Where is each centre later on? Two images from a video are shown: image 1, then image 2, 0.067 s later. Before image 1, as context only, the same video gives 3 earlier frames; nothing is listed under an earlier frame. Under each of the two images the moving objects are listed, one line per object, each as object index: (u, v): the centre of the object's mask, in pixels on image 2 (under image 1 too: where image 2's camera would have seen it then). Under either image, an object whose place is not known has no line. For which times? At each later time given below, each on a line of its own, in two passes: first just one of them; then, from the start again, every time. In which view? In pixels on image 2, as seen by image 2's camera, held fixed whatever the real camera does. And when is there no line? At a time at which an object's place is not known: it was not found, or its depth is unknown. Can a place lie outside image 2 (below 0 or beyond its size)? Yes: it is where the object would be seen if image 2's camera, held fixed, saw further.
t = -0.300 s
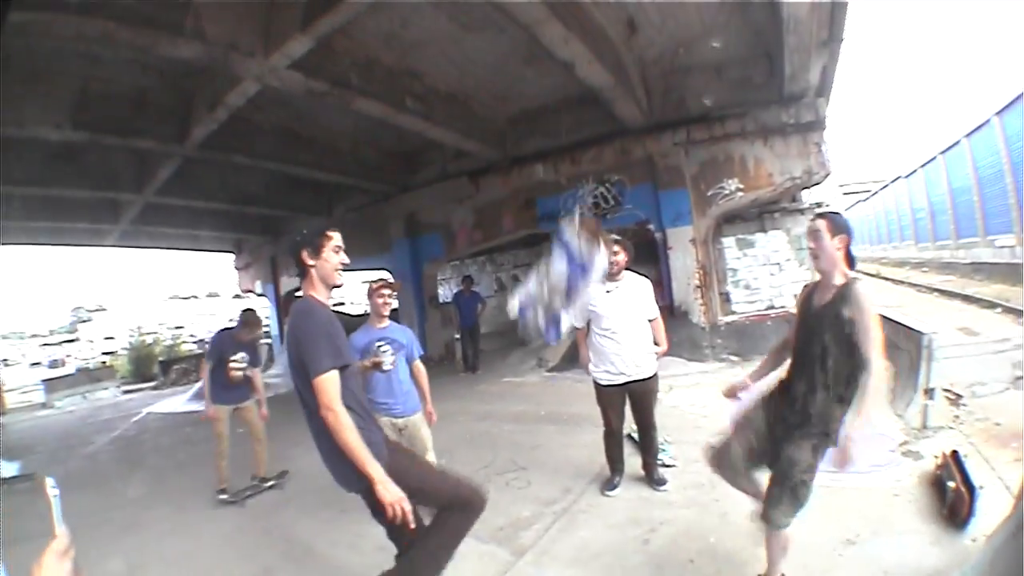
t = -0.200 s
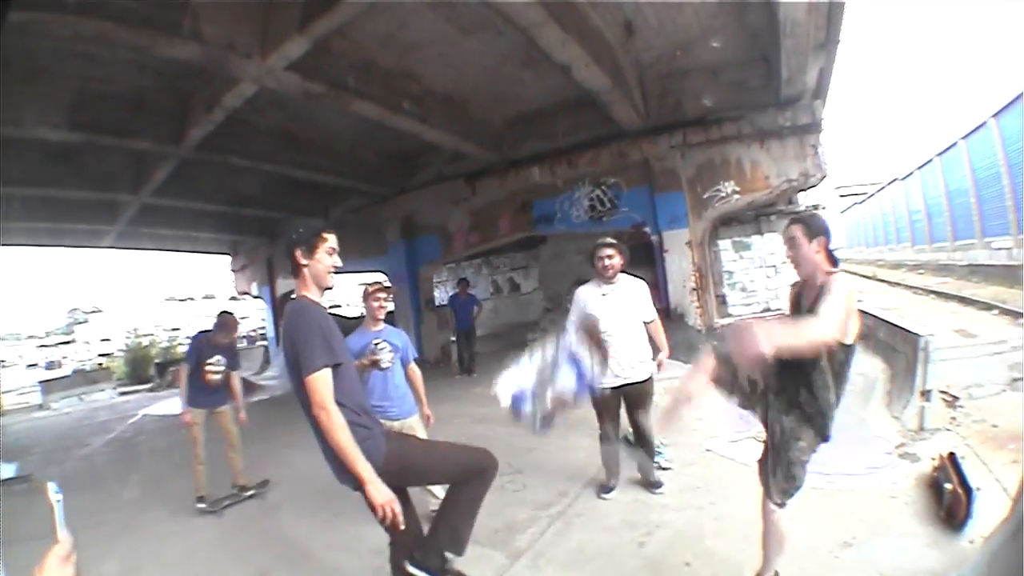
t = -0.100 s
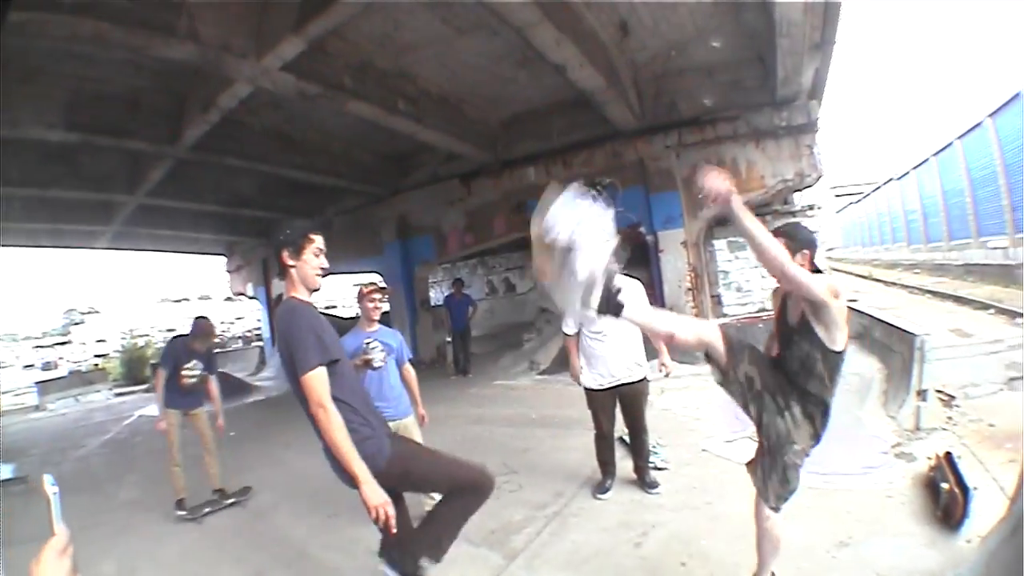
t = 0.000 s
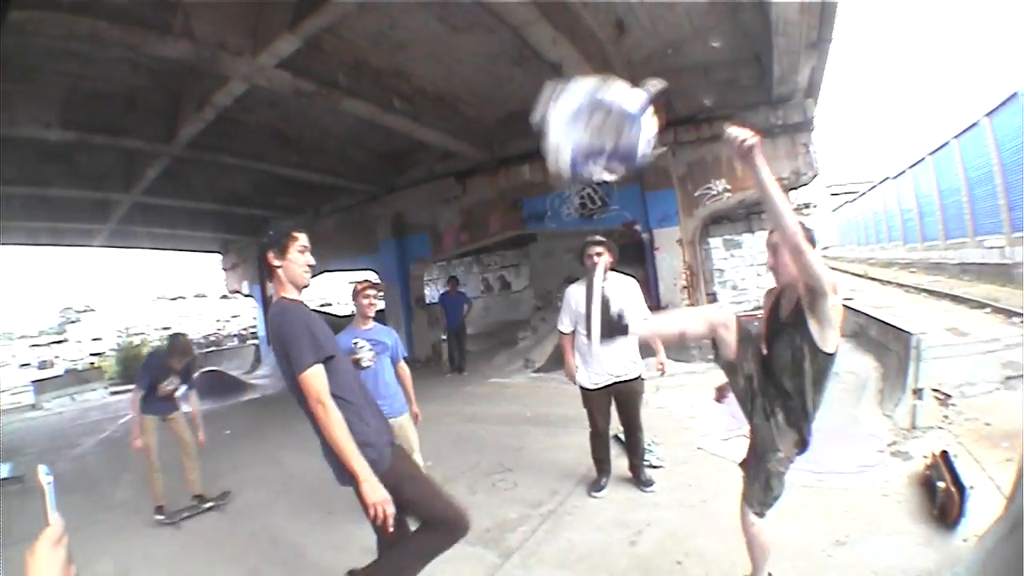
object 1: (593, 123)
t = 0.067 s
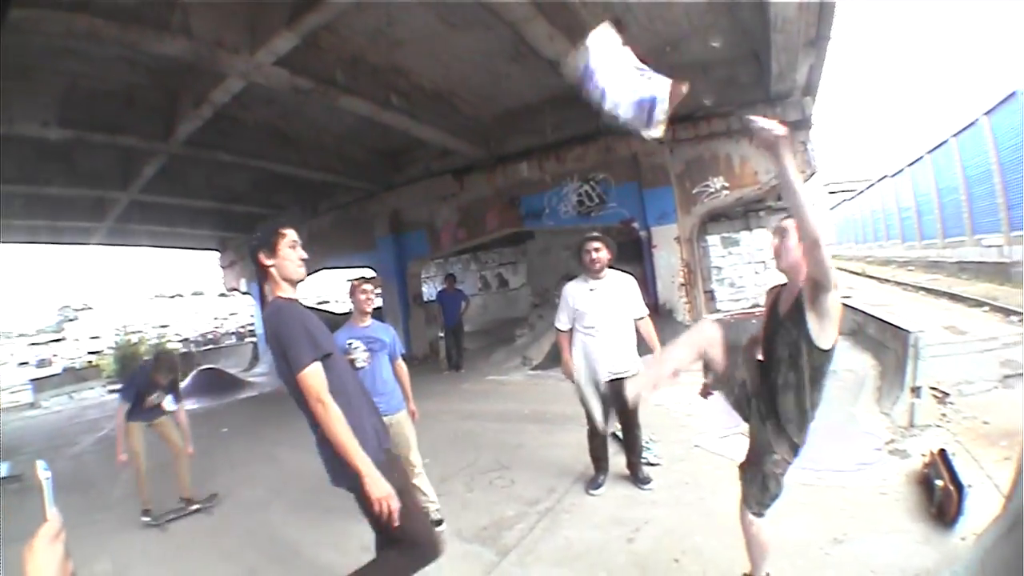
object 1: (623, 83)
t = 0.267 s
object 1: (670, 29)
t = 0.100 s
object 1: (635, 67)
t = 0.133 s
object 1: (643, 59)
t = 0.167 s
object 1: (647, 53)
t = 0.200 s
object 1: (649, 46)
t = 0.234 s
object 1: (660, 32)
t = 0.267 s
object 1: (670, 29)
